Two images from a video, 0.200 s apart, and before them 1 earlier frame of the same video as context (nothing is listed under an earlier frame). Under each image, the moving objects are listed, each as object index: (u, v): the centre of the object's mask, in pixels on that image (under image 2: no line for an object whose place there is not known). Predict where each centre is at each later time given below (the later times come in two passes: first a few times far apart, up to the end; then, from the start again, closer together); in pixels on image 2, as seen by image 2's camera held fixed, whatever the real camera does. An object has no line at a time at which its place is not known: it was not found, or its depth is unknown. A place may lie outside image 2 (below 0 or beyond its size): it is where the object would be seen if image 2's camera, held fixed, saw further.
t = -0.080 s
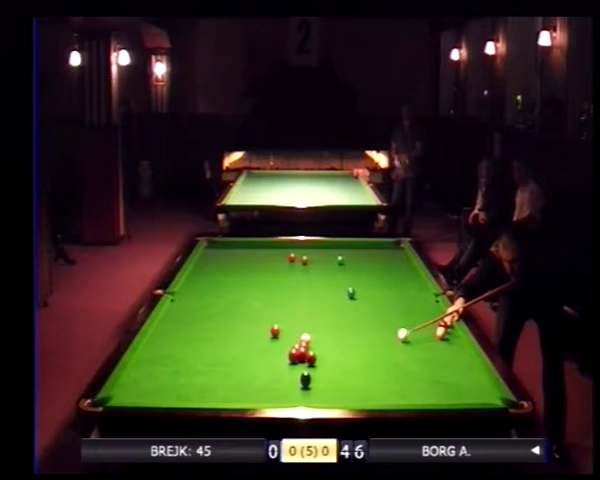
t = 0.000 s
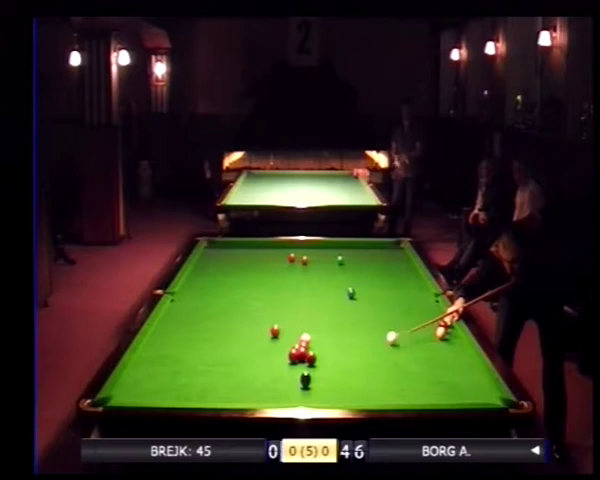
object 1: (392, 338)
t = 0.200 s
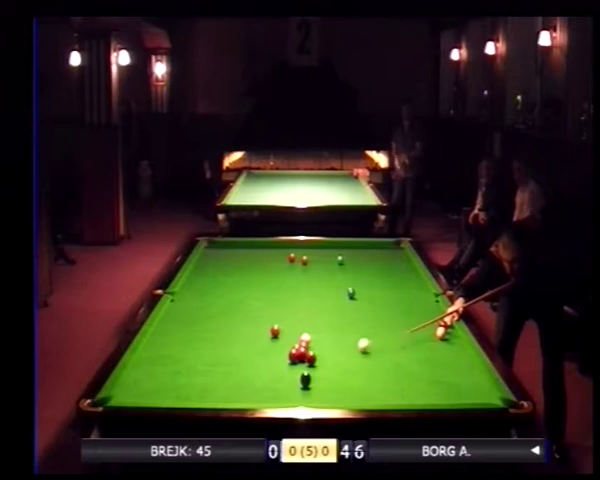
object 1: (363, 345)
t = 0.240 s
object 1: (358, 347)
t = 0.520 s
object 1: (319, 356)
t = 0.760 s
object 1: (313, 359)
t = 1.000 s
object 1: (304, 360)
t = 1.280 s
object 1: (296, 362)
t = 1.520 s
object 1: (290, 364)
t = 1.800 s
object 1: (283, 366)
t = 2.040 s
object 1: (279, 367)
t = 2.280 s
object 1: (275, 369)
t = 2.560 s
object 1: (271, 369)
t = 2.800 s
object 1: (270, 370)
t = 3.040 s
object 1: (269, 370)
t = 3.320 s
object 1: (268, 370)
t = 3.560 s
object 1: (268, 370)
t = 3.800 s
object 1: (268, 370)
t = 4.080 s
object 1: (268, 370)
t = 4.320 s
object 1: (268, 370)
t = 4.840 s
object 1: (268, 370)
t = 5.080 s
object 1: (268, 370)
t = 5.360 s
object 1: (268, 370)
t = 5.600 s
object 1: (268, 370)
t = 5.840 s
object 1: (268, 370)
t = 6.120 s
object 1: (268, 371)
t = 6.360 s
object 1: (268, 371)
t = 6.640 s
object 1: (268, 370)
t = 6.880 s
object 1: (268, 370)
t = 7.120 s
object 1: (268, 370)
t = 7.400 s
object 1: (268, 370)
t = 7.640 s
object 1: (268, 370)
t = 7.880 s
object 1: (268, 371)
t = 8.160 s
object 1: (268, 370)
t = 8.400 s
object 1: (268, 371)
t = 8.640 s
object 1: (268, 371)
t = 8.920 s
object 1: (268, 371)
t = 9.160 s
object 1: (268, 371)
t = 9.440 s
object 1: (268, 370)
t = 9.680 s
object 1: (268, 370)
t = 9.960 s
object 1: (268, 370)
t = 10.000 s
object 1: (268, 370)
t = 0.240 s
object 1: (358, 347)
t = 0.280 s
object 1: (351, 348)
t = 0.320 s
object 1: (345, 349)
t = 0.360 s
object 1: (340, 351)
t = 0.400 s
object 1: (333, 353)
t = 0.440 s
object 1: (327, 355)
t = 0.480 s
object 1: (321, 356)
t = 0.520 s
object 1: (319, 356)
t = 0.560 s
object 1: (318, 357)
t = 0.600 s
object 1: (318, 357)
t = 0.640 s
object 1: (316, 358)
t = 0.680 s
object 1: (315, 358)
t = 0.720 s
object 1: (314, 358)
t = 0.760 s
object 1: (313, 359)
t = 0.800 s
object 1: (311, 359)
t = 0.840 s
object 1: (310, 359)
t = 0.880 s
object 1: (309, 360)
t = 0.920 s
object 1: (307, 360)
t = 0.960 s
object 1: (306, 360)
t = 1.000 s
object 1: (304, 360)
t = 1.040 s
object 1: (304, 361)
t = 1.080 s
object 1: (302, 361)
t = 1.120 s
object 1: (301, 361)
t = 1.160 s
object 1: (300, 361)
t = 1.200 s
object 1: (298, 361)
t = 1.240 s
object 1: (297, 362)
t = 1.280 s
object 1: (296, 362)
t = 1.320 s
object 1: (295, 362)
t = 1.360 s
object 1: (293, 363)
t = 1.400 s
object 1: (293, 363)
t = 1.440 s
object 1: (292, 364)
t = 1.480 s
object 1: (291, 364)
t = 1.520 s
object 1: (290, 364)
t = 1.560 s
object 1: (288, 364)
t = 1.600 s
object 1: (287, 365)
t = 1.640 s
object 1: (286, 365)
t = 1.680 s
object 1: (286, 365)
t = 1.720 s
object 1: (285, 365)
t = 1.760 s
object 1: (284, 366)
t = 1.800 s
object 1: (283, 366)
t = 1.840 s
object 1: (283, 366)
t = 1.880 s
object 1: (282, 366)
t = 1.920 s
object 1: (281, 366)
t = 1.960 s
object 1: (281, 367)
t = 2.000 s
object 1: (279, 367)
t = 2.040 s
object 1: (279, 367)
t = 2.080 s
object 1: (278, 367)
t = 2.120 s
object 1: (277, 368)
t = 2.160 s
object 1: (277, 368)
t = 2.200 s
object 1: (276, 368)
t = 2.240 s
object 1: (275, 368)
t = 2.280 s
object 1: (275, 369)
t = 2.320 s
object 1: (274, 369)
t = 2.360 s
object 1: (273, 369)
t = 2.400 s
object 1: (273, 369)
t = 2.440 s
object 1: (273, 369)
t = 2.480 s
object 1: (272, 369)
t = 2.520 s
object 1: (272, 369)
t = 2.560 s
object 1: (271, 369)
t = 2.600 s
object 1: (271, 369)
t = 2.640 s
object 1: (271, 370)
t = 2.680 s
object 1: (270, 370)
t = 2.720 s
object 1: (270, 370)
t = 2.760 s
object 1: (270, 370)
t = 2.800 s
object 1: (270, 370)
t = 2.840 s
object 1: (269, 370)
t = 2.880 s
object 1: (269, 370)
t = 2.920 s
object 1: (269, 370)
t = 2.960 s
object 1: (269, 370)
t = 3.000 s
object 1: (269, 370)
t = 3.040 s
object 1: (269, 370)
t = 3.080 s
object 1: (268, 370)
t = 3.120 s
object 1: (268, 370)
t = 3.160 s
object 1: (268, 370)
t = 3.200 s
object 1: (268, 370)
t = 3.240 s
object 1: (268, 370)
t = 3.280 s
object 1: (268, 370)
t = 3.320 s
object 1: (268, 370)
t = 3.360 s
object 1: (268, 370)
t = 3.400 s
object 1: (268, 370)
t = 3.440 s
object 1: (268, 370)
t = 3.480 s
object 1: (268, 370)
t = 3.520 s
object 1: (268, 370)
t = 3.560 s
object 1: (268, 370)
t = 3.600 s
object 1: (268, 370)
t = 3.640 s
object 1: (268, 370)
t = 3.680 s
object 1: (268, 370)
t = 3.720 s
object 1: (268, 370)
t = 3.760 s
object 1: (268, 370)
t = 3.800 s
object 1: (268, 370)
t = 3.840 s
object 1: (268, 370)
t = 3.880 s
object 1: (268, 370)
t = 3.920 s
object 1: (268, 370)
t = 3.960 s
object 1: (268, 370)
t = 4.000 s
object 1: (268, 370)
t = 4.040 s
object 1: (268, 370)
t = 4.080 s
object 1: (268, 370)
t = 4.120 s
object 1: (268, 370)
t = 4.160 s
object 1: (268, 370)
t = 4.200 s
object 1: (268, 370)
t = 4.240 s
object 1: (268, 370)
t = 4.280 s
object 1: (268, 370)
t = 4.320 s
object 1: (268, 370)
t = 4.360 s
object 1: (267, 370)
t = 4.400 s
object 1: (268, 370)
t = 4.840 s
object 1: (268, 370)
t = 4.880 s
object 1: (268, 370)
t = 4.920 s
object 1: (268, 370)
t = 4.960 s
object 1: (268, 370)
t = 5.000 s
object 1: (268, 370)
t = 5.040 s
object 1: (268, 370)
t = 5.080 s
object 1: (268, 370)
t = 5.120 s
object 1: (268, 370)
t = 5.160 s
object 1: (268, 370)
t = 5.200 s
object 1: (268, 370)
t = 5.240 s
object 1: (268, 370)
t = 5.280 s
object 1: (268, 370)
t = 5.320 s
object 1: (268, 370)
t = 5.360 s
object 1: (268, 370)
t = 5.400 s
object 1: (268, 370)
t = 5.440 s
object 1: (268, 370)
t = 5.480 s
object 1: (268, 370)
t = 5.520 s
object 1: (268, 370)
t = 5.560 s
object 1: (268, 370)
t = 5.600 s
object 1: (268, 370)
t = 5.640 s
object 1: (268, 370)
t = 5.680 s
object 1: (268, 370)
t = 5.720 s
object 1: (268, 370)
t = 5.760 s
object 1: (268, 370)
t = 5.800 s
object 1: (268, 370)
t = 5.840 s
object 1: (268, 370)
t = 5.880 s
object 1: (268, 370)
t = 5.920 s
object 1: (268, 371)
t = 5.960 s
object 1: (268, 371)
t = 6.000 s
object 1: (268, 371)
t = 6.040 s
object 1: (268, 371)
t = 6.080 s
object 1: (268, 371)
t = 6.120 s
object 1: (268, 371)
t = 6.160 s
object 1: (268, 371)
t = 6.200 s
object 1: (268, 371)
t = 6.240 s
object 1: (268, 371)
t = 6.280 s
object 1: (268, 371)
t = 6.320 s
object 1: (268, 371)
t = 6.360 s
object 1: (268, 371)
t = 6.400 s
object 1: (268, 371)
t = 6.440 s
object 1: (268, 371)
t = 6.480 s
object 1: (268, 370)
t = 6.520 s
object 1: (268, 370)
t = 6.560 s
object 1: (268, 370)
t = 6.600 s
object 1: (268, 370)
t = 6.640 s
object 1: (268, 370)
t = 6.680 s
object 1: (268, 370)
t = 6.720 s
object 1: (268, 370)
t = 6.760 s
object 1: (268, 370)
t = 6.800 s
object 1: (268, 370)
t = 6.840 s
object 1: (268, 370)
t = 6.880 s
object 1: (268, 370)
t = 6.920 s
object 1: (268, 370)
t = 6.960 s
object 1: (268, 370)
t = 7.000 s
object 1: (268, 370)
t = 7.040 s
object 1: (268, 370)
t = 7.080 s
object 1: (268, 370)
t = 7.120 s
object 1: (268, 370)
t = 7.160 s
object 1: (268, 370)
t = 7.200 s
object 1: (268, 370)
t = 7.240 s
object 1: (268, 370)
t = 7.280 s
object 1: (268, 370)
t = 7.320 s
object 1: (268, 371)
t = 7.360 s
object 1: (268, 370)
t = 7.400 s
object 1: (268, 370)
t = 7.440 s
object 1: (268, 371)
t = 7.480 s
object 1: (268, 371)
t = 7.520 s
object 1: (268, 371)
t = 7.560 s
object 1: (268, 370)
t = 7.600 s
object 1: (268, 371)
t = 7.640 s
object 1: (268, 370)
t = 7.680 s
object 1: (268, 371)
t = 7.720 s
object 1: (268, 370)
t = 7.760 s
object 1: (268, 370)
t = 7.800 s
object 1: (268, 371)
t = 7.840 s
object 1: (268, 370)
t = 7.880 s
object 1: (268, 371)
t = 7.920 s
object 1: (268, 370)
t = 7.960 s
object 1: (268, 371)
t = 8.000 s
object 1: (268, 371)
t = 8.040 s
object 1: (268, 371)
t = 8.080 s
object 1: (268, 370)
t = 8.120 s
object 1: (268, 371)
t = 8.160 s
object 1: (268, 370)
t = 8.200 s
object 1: (268, 370)
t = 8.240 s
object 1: (268, 371)
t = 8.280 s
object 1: (268, 371)
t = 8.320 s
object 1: (268, 370)
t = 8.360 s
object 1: (268, 370)
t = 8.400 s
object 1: (268, 371)
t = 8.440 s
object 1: (268, 371)
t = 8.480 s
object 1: (268, 371)
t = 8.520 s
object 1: (268, 371)
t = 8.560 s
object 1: (268, 371)
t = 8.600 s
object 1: (268, 371)
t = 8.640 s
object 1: (268, 371)
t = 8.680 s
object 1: (268, 370)
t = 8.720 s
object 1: (268, 371)
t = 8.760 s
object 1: (268, 371)
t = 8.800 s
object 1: (268, 371)
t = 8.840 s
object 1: (268, 370)
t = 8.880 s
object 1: (268, 371)
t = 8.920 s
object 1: (268, 371)
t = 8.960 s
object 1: (268, 371)
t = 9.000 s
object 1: (268, 371)
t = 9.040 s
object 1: (268, 371)
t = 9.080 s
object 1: (268, 371)
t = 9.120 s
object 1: (268, 371)
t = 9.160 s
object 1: (268, 371)
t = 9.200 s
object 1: (268, 370)
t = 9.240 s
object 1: (268, 370)
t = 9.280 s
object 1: (268, 370)
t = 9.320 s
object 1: (268, 370)
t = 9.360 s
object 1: (268, 370)
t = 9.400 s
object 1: (268, 370)
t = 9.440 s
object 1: (268, 370)
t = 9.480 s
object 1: (268, 370)
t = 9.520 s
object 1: (268, 370)
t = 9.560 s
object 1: (268, 370)
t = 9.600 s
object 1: (268, 370)
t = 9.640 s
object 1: (268, 370)
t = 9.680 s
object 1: (268, 370)
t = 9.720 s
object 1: (268, 370)
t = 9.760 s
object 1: (268, 370)
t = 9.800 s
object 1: (268, 370)
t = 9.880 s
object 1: (268, 370)
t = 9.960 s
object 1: (268, 370)
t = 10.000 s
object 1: (268, 370)
